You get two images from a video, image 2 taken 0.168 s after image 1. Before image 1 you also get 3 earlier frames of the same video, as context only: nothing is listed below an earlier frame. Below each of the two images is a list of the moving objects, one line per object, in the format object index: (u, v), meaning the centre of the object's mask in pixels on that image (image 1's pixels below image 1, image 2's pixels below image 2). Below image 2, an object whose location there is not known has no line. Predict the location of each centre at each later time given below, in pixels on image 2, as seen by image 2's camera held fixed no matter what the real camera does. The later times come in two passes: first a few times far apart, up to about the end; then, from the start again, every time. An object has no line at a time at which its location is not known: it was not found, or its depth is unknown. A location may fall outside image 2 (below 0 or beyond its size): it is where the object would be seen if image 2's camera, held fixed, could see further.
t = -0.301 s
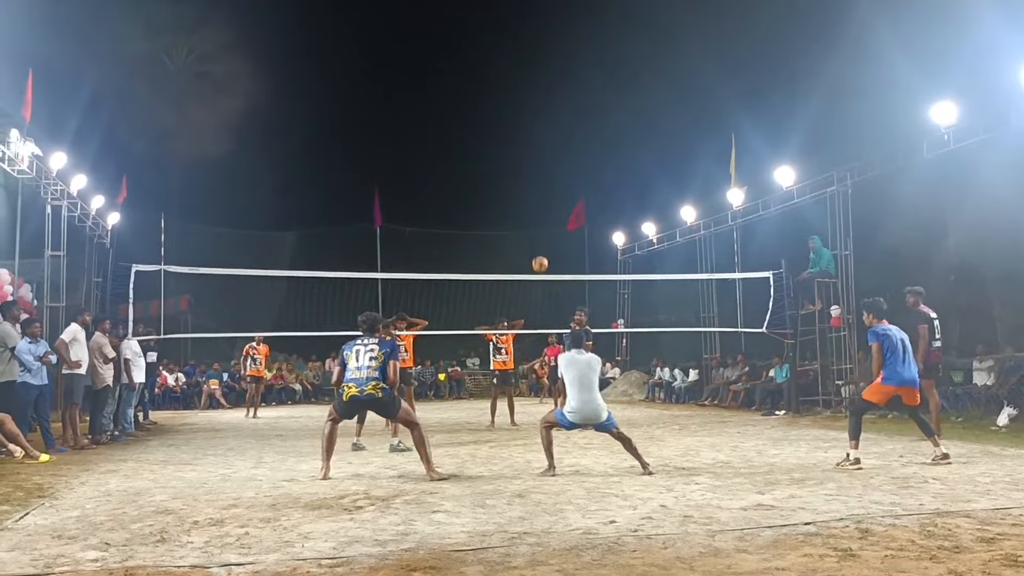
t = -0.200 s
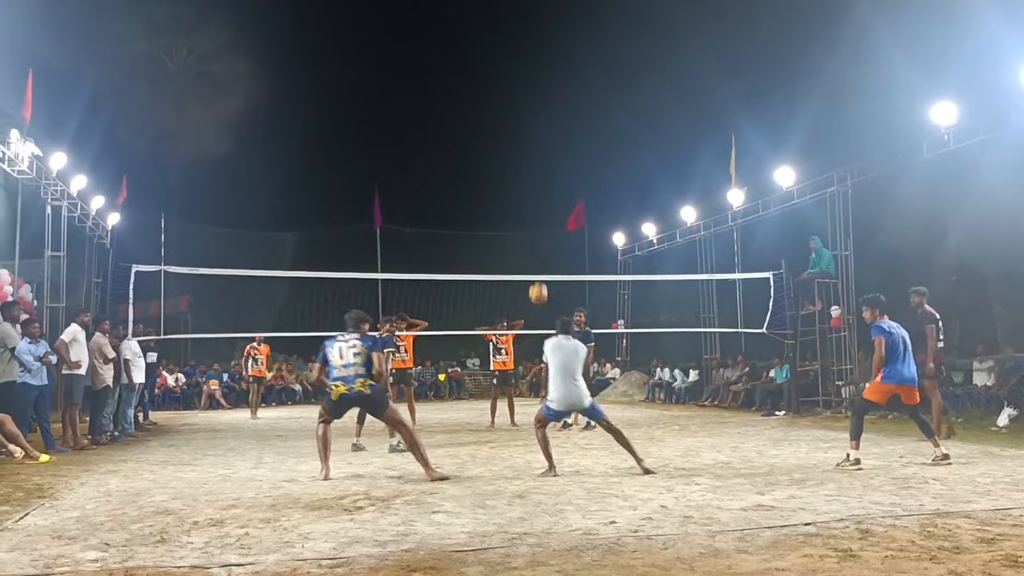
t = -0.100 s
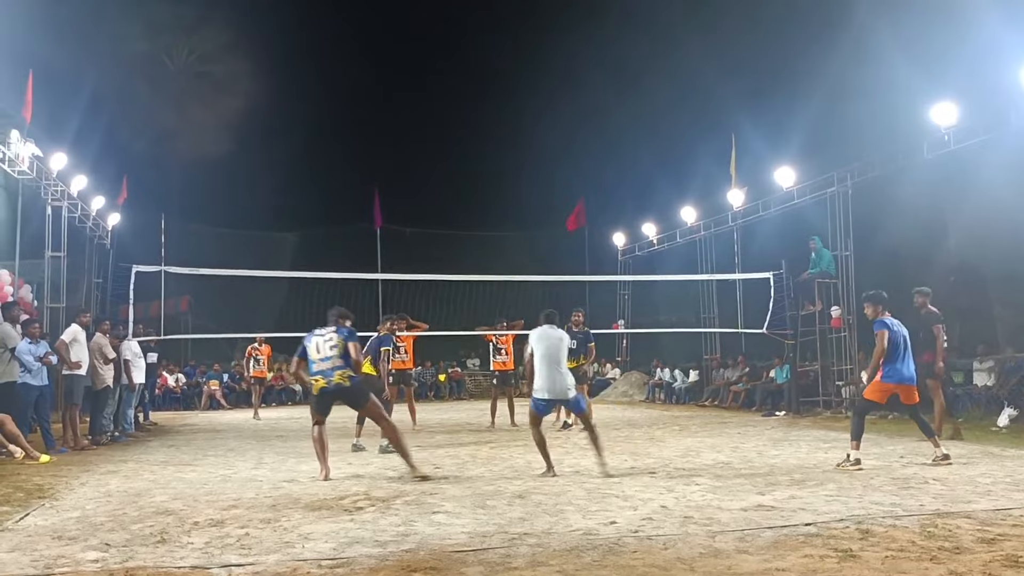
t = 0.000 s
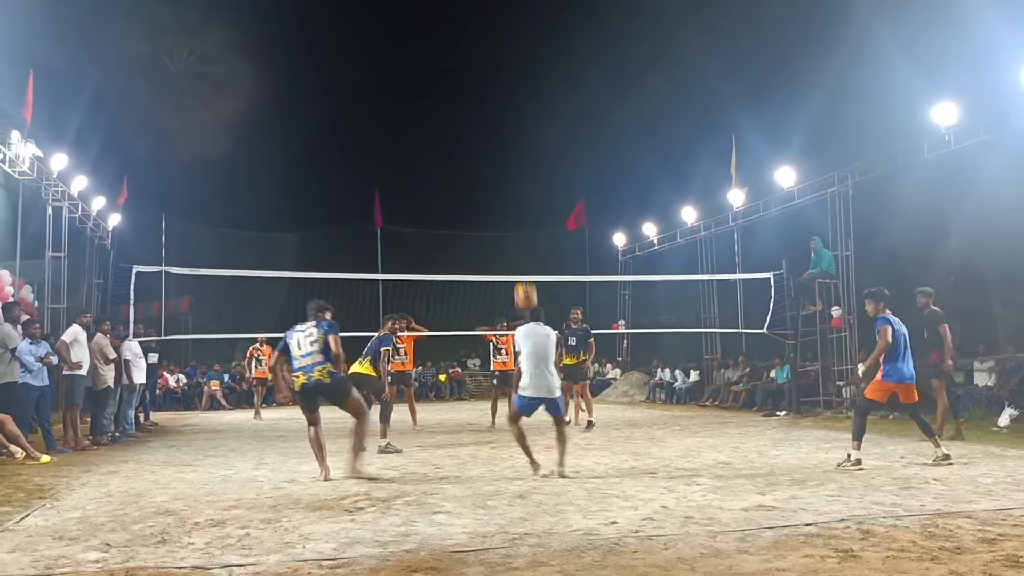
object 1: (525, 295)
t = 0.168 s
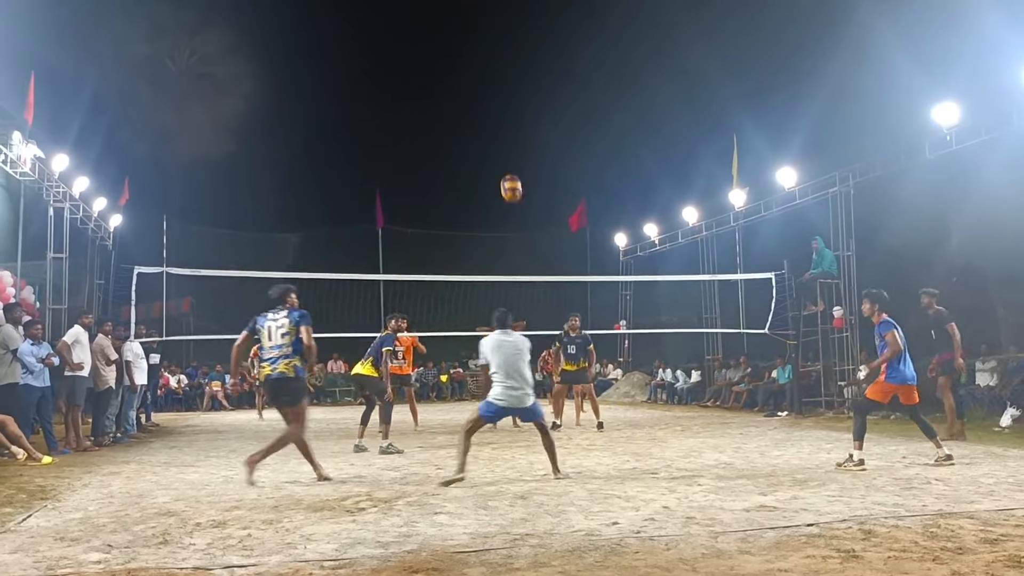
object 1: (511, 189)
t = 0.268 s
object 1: (504, 143)
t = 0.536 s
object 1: (489, 74)
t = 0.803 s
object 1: (478, 66)
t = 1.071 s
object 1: (470, 104)
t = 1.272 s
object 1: (466, 157)
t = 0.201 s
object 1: (508, 172)
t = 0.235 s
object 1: (506, 156)
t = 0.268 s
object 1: (504, 143)
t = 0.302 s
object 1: (502, 131)
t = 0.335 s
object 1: (500, 119)
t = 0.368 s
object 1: (498, 109)
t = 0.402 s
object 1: (496, 99)
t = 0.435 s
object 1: (494, 92)
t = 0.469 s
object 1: (492, 85)
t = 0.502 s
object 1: (490, 79)
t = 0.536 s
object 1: (489, 74)
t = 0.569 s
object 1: (487, 70)
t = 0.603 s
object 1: (486, 66)
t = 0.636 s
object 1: (485, 65)
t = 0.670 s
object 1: (483, 63)
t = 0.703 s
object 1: (482, 63)
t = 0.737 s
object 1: (481, 63)
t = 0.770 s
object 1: (480, 64)
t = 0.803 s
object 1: (478, 66)
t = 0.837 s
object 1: (477, 68)
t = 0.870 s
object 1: (476, 71)
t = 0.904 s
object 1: (475, 75)
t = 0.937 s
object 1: (474, 79)
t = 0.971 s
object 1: (473, 85)
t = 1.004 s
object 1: (472, 90)
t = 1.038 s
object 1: (471, 97)
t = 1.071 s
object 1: (470, 104)
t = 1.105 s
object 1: (470, 112)
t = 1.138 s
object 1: (469, 120)
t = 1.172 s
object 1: (468, 128)
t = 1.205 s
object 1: (468, 137)
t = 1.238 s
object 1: (467, 147)
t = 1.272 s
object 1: (466, 157)
